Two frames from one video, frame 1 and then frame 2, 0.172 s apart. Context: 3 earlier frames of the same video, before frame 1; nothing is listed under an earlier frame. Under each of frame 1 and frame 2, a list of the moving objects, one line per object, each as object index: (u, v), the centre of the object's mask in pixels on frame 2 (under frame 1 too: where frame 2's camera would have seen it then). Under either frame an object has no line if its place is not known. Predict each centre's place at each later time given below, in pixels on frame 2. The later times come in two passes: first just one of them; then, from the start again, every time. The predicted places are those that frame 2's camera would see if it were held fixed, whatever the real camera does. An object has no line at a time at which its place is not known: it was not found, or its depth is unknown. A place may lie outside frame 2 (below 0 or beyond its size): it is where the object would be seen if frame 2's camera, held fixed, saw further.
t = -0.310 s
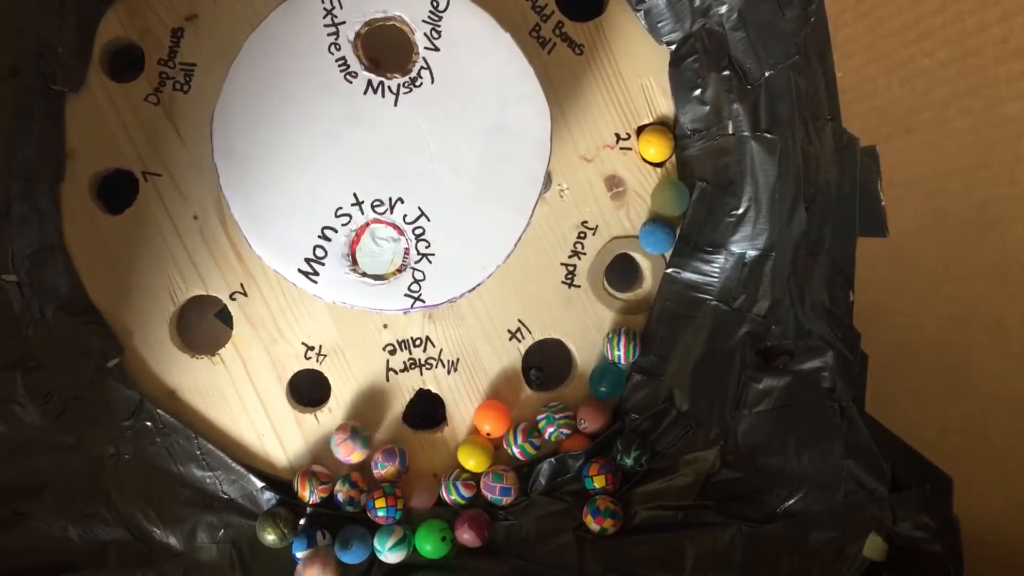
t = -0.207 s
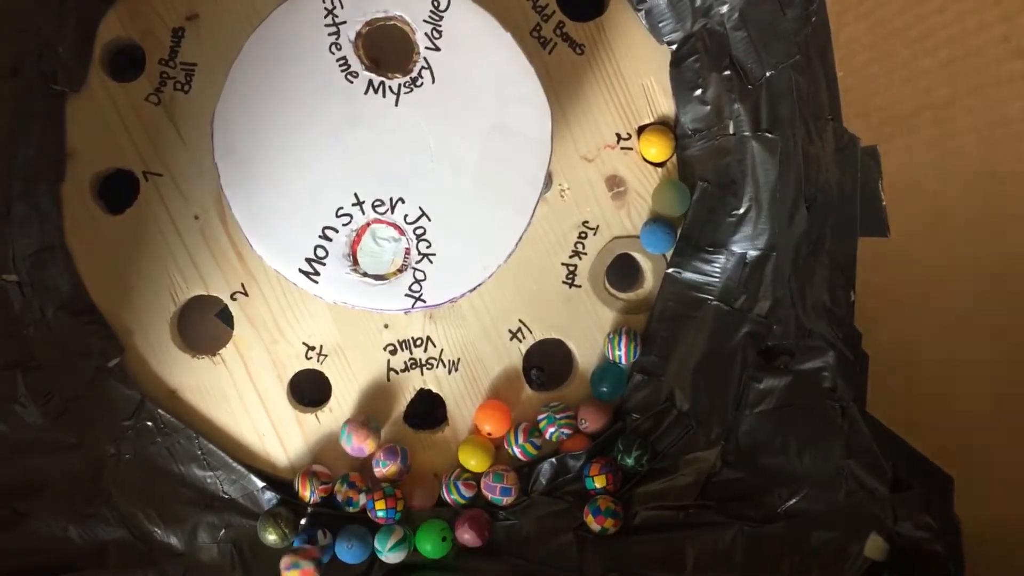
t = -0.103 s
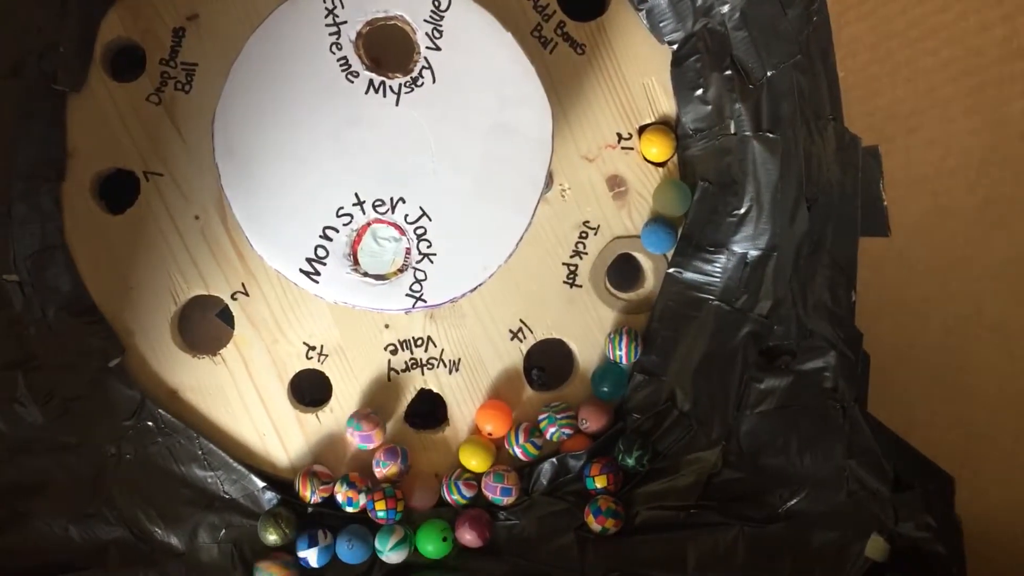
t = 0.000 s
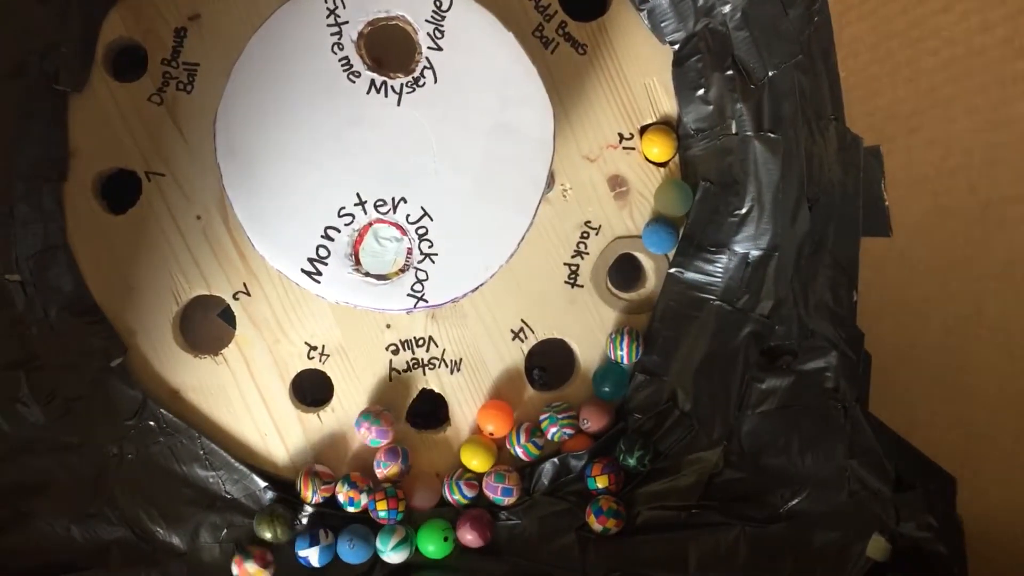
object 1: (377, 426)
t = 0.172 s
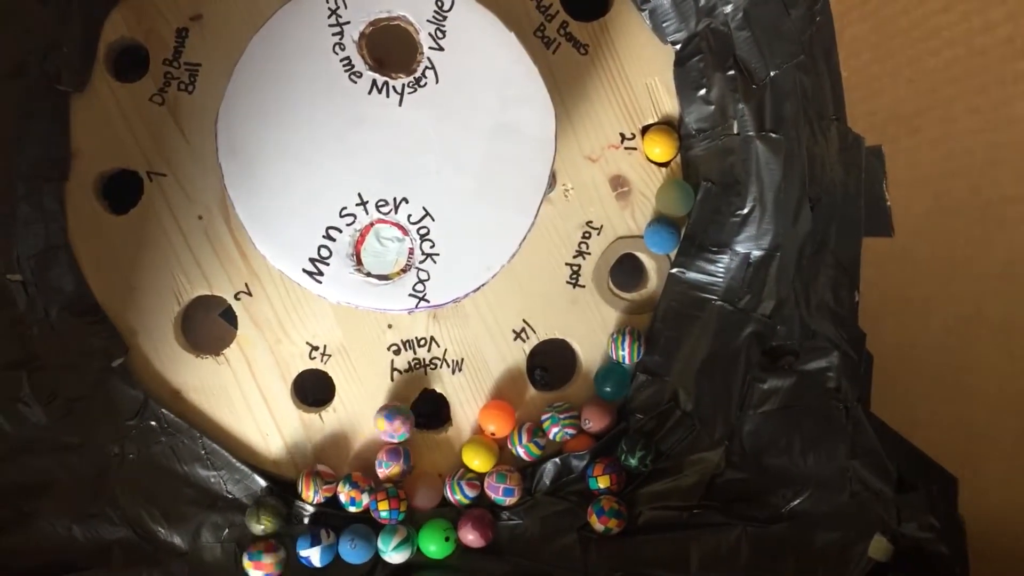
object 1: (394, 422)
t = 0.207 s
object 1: (398, 422)
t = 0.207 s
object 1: (398, 422)
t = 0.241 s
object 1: (401, 421)
